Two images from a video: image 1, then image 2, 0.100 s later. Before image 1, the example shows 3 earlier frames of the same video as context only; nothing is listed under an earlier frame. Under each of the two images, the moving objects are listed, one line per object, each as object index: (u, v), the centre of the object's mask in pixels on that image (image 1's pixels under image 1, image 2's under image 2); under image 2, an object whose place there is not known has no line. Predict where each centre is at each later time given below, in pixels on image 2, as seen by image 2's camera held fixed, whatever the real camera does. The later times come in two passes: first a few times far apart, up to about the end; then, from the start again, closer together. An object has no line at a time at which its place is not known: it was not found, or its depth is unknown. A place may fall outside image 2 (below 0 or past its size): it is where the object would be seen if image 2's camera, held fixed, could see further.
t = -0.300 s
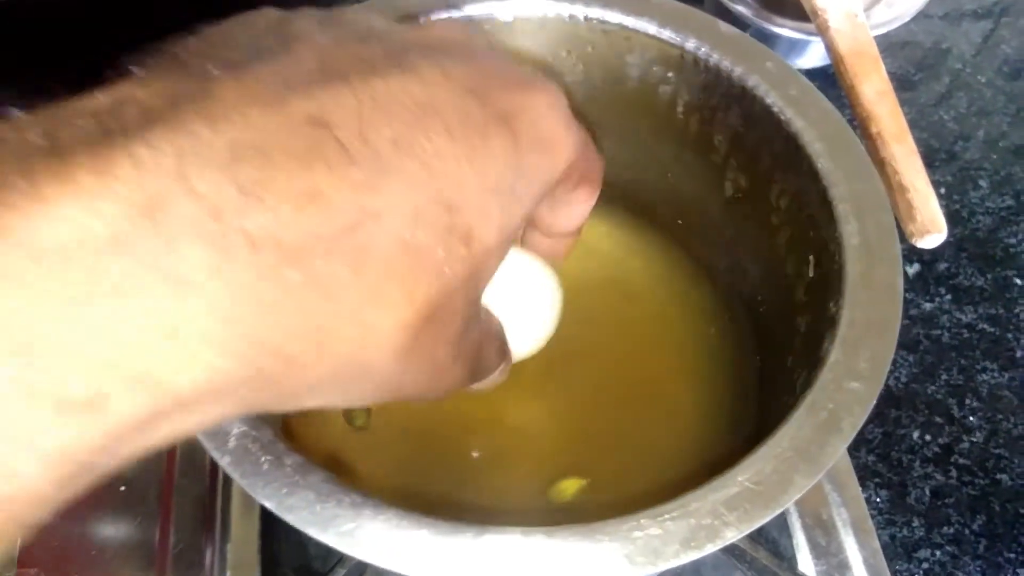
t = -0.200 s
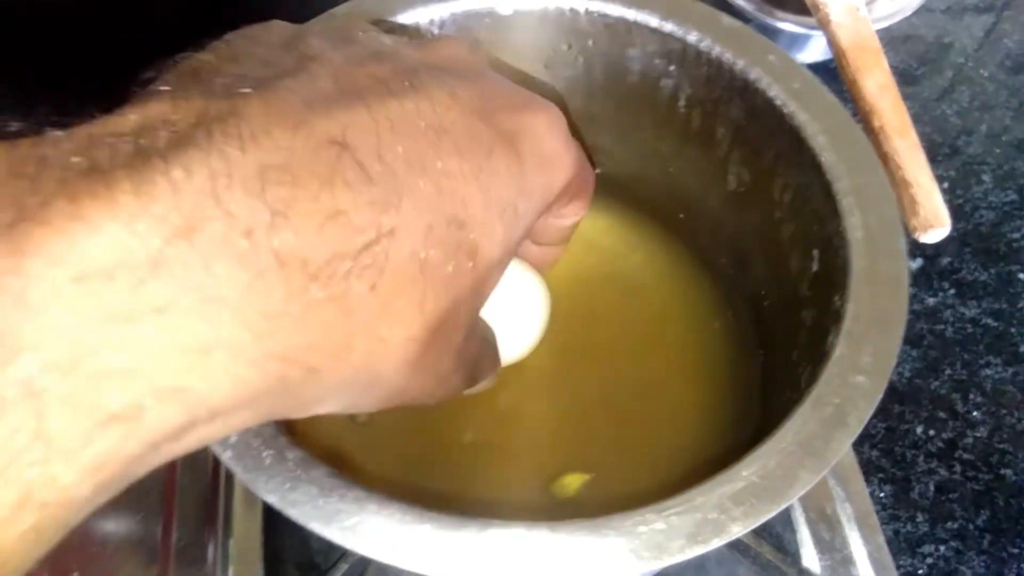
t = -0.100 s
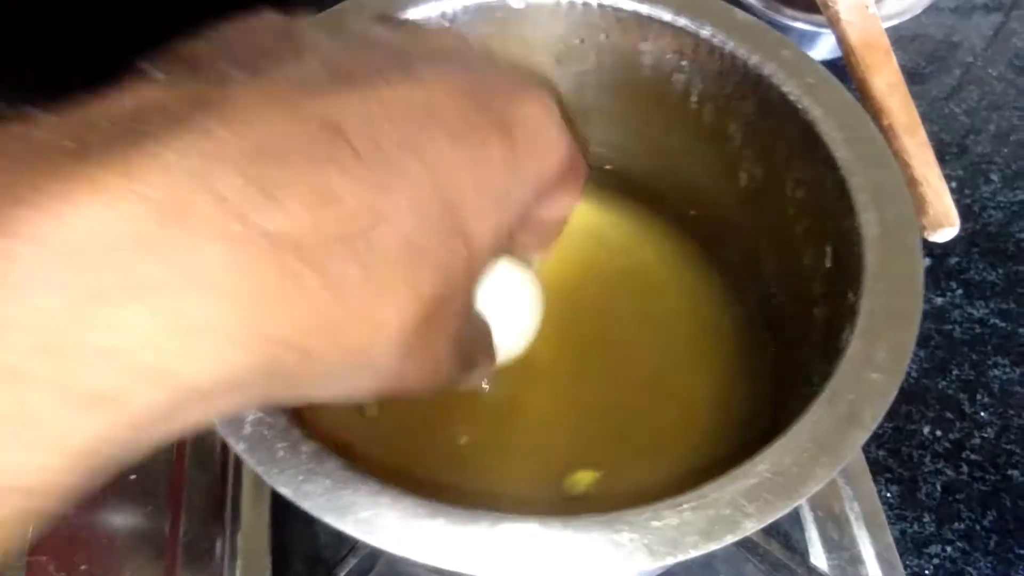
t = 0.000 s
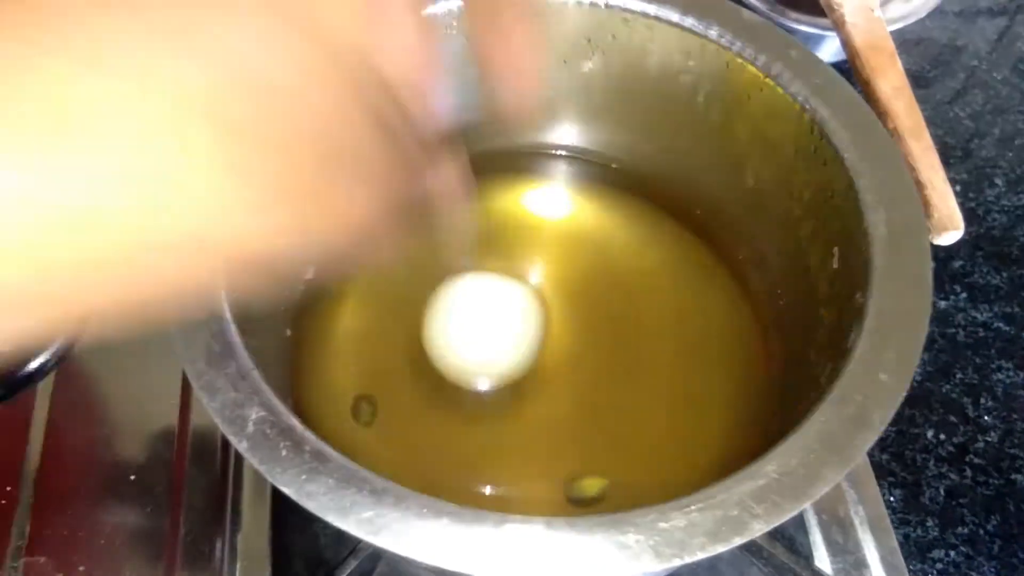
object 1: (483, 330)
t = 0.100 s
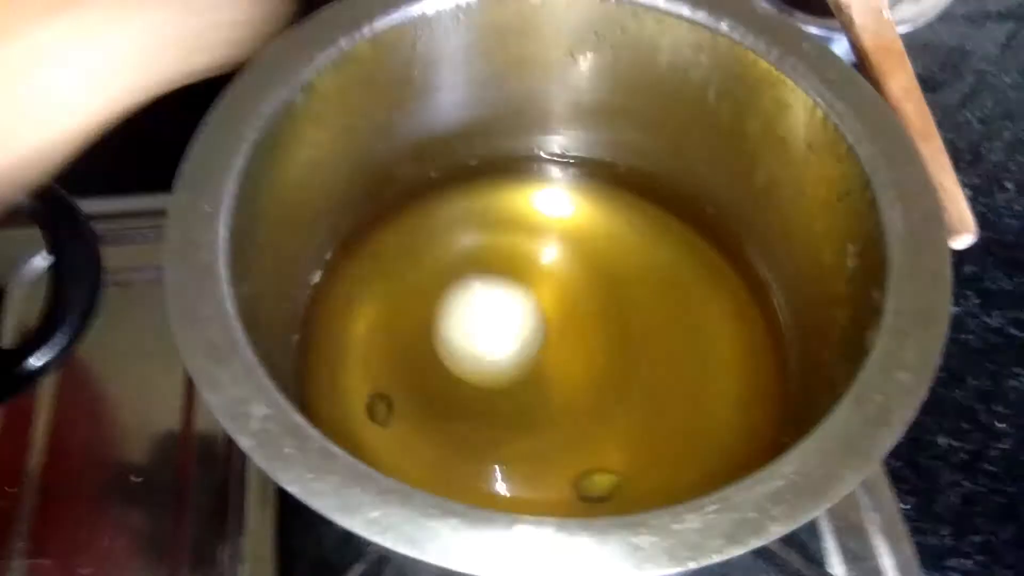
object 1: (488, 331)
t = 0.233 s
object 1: (490, 329)
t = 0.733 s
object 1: (512, 335)
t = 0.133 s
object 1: (489, 338)
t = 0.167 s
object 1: (490, 332)
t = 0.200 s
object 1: (489, 328)
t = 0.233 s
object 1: (490, 329)
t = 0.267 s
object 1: (492, 331)
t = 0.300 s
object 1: (495, 335)
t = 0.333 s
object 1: (495, 336)
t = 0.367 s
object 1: (495, 335)
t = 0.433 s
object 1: (496, 332)
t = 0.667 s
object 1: (509, 337)
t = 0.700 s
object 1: (509, 337)
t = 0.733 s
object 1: (512, 335)
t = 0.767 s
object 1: (513, 335)
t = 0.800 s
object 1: (515, 336)
